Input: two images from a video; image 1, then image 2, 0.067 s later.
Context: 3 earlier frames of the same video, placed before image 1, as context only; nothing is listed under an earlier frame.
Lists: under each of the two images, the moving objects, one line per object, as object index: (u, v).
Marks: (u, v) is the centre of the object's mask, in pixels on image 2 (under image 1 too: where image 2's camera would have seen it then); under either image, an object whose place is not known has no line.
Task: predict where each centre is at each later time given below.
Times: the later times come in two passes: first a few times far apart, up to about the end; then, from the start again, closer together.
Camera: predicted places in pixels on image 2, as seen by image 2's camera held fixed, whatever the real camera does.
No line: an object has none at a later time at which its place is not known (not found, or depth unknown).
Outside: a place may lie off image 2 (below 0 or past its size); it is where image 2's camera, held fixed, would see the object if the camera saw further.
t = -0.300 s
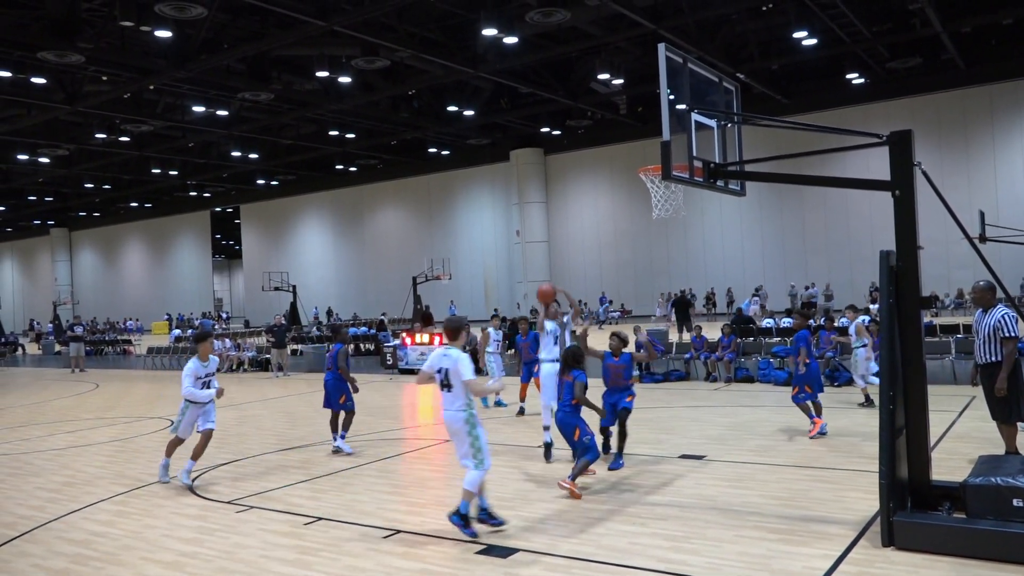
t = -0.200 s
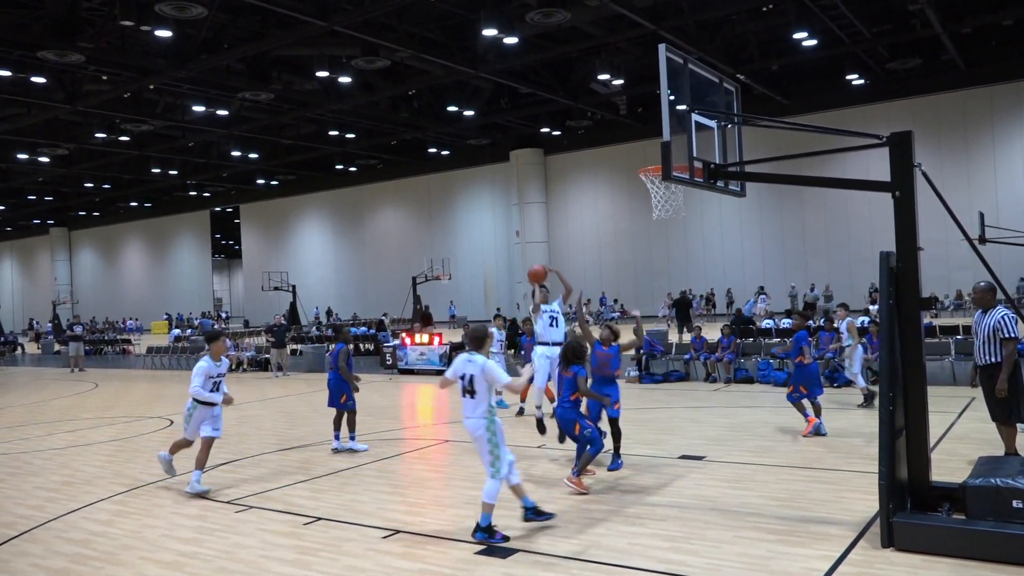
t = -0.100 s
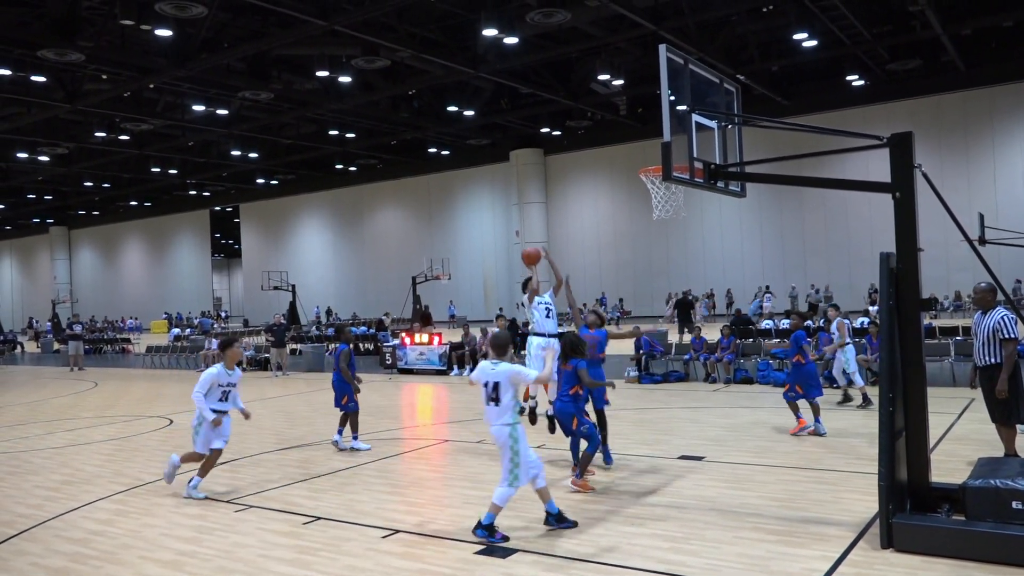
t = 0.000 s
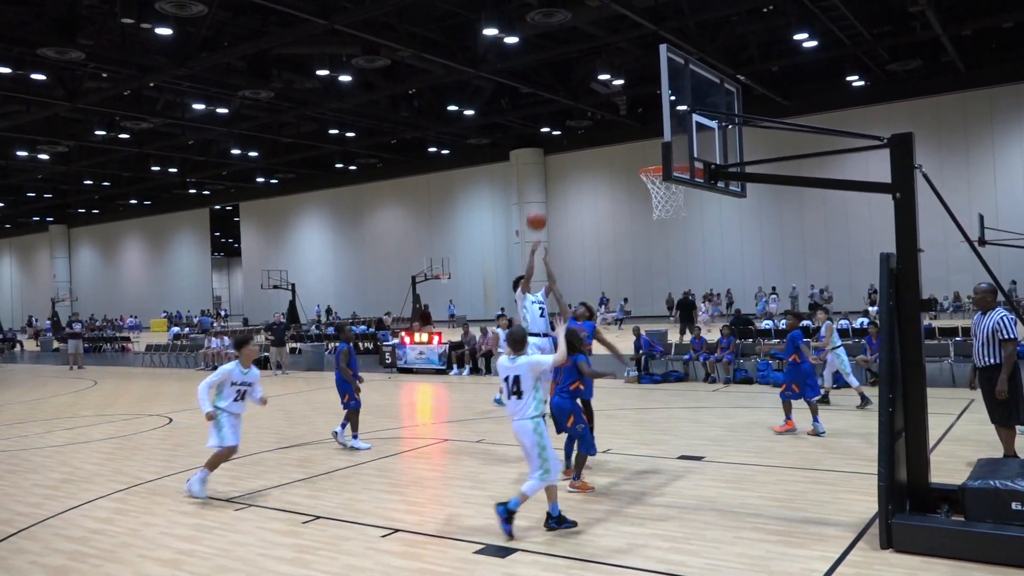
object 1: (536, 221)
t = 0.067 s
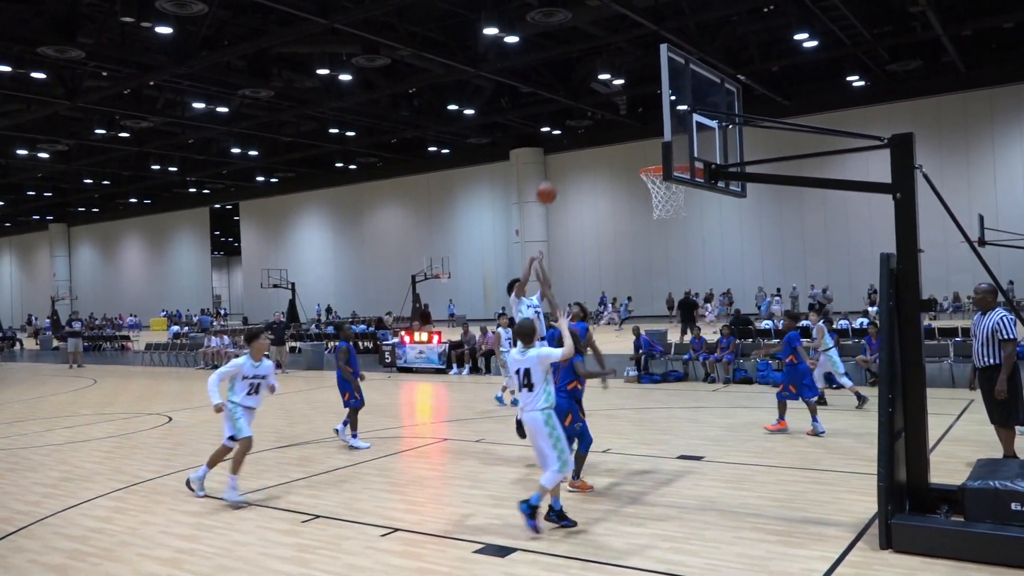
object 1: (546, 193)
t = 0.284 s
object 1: (582, 126)
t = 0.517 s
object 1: (626, 95)
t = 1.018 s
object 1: (690, 200)
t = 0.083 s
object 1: (549, 187)
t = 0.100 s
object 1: (552, 180)
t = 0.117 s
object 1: (554, 174)
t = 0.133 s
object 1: (557, 169)
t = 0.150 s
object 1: (560, 163)
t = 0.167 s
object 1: (562, 157)
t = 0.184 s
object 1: (565, 152)
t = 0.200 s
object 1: (568, 147)
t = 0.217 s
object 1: (570, 142)
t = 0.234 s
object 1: (573, 138)
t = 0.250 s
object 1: (576, 134)
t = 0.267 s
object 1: (579, 130)
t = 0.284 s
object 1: (582, 126)
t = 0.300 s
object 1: (585, 122)
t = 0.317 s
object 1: (587, 119)
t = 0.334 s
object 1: (591, 116)
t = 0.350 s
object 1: (594, 113)
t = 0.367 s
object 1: (597, 110)
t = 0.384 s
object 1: (600, 107)
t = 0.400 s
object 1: (603, 105)
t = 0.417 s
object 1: (606, 103)
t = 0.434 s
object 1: (609, 101)
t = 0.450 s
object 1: (613, 99)
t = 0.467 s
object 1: (616, 98)
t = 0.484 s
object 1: (619, 97)
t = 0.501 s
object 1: (623, 96)
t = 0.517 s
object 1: (626, 95)
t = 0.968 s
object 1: (692, 189)
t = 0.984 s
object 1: (692, 193)
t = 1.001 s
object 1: (690, 196)
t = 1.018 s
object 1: (690, 200)
